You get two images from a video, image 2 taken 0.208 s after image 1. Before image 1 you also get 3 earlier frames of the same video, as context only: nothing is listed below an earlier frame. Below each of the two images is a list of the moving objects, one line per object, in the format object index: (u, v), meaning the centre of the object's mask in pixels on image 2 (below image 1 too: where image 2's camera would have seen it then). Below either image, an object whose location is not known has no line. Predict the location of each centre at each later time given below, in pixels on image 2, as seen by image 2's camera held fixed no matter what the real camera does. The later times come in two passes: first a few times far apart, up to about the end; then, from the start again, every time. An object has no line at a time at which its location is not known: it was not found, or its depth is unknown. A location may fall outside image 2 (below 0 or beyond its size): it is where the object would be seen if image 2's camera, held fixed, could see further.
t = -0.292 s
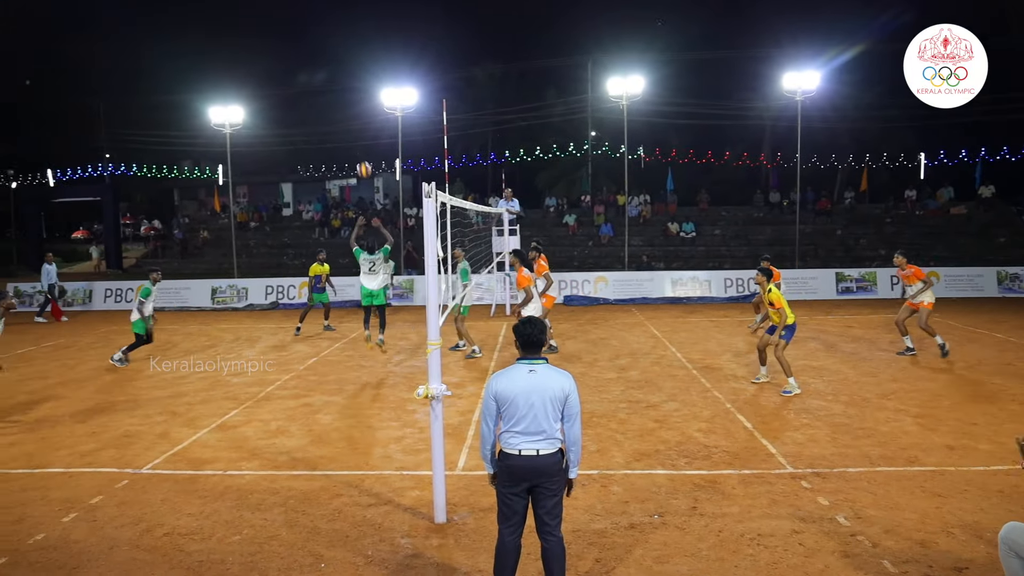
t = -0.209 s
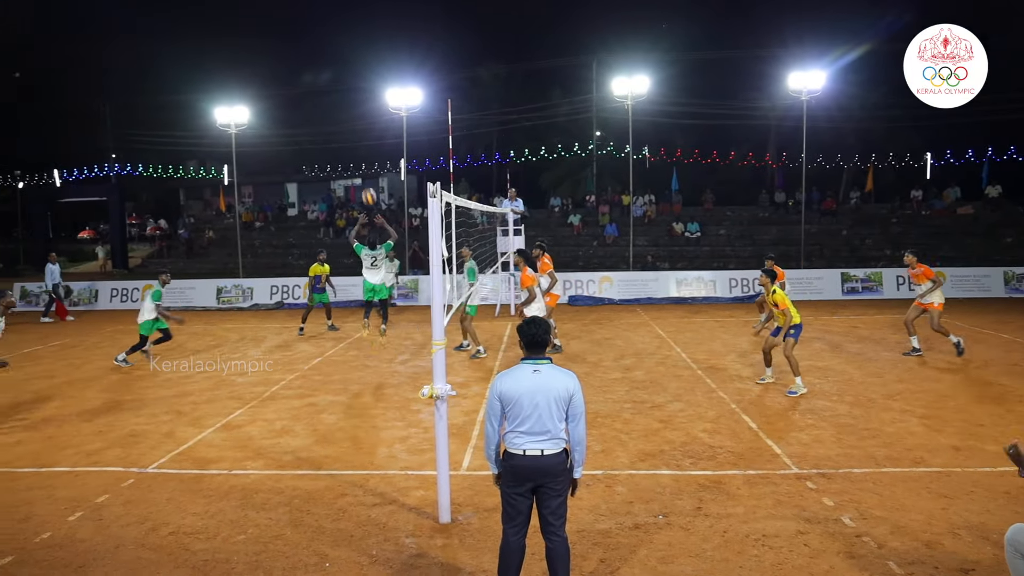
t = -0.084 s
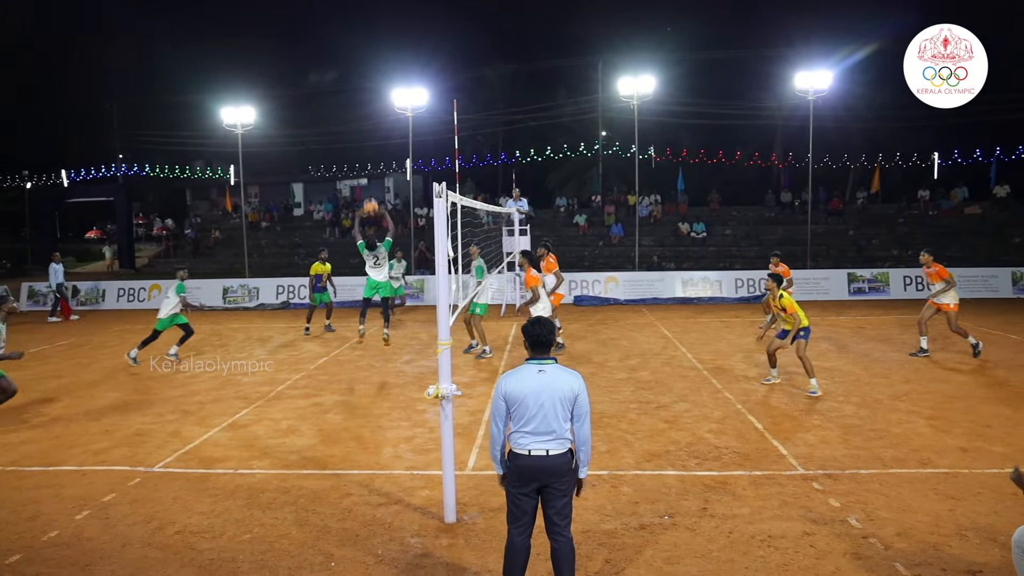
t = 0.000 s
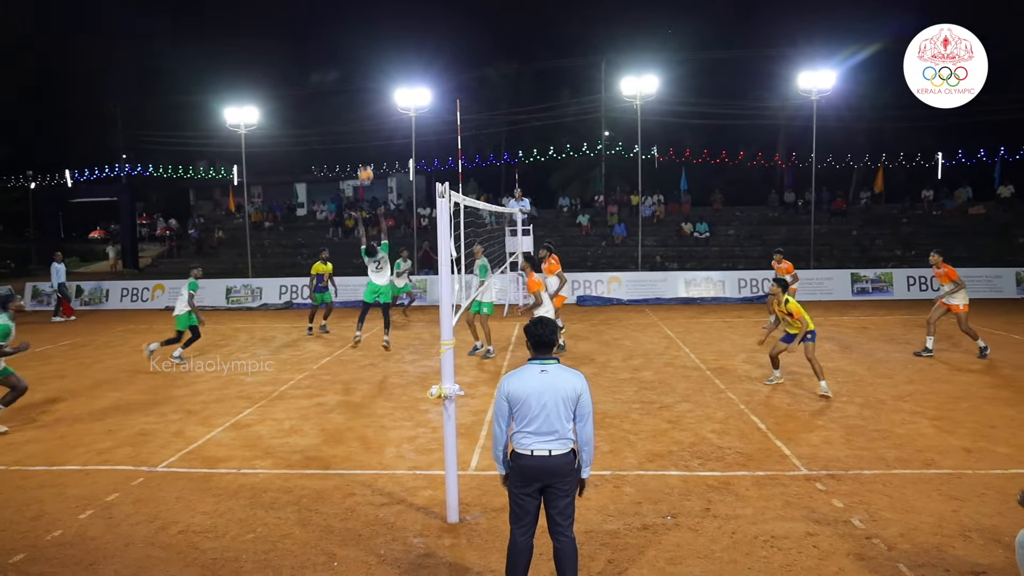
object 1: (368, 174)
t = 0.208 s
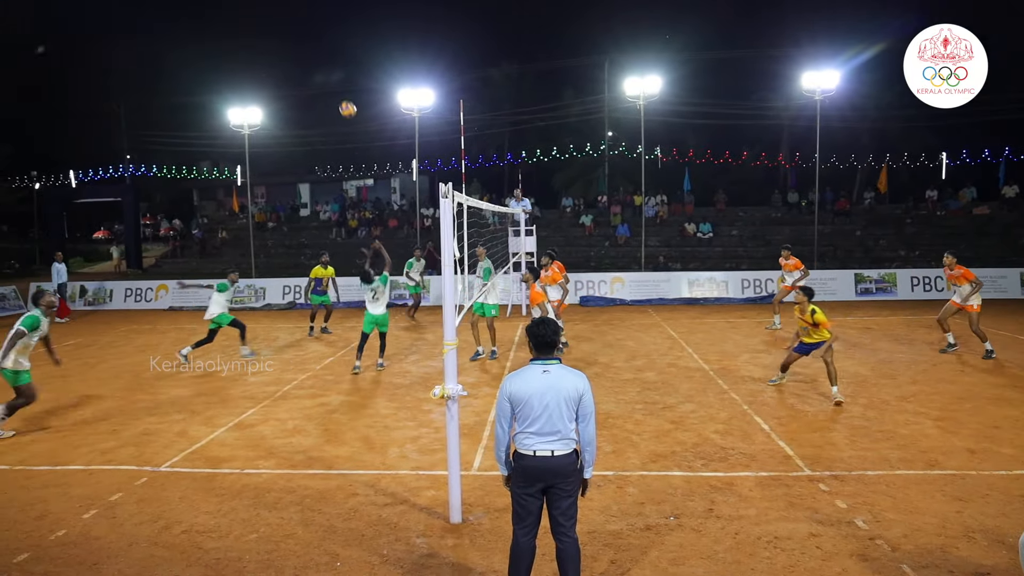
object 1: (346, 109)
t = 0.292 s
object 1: (338, 90)
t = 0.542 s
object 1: (313, 57)
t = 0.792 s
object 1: (287, 67)
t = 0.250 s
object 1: (342, 98)
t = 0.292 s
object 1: (338, 90)
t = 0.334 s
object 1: (334, 81)
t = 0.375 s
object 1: (329, 74)
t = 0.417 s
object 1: (325, 68)
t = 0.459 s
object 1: (322, 63)
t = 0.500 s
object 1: (317, 59)
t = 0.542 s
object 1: (313, 57)
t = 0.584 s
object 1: (309, 55)
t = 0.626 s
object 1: (305, 55)
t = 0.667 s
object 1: (300, 56)
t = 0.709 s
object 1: (296, 58)
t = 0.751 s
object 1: (292, 62)
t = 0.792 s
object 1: (287, 67)
